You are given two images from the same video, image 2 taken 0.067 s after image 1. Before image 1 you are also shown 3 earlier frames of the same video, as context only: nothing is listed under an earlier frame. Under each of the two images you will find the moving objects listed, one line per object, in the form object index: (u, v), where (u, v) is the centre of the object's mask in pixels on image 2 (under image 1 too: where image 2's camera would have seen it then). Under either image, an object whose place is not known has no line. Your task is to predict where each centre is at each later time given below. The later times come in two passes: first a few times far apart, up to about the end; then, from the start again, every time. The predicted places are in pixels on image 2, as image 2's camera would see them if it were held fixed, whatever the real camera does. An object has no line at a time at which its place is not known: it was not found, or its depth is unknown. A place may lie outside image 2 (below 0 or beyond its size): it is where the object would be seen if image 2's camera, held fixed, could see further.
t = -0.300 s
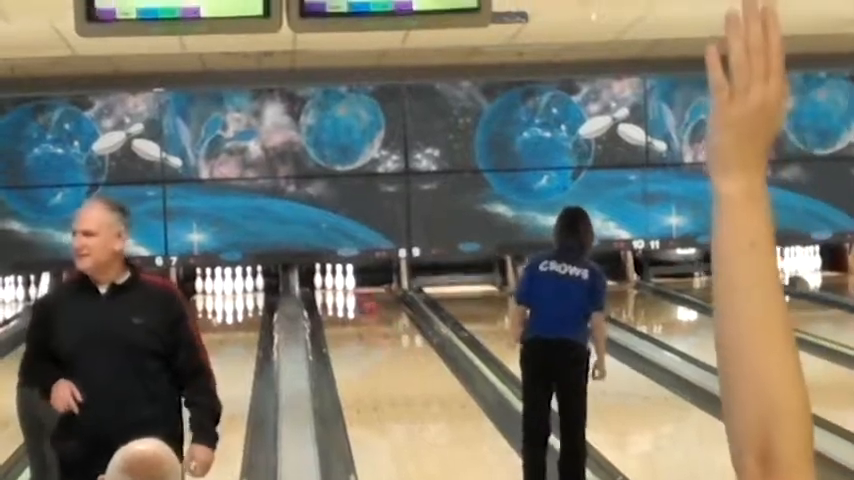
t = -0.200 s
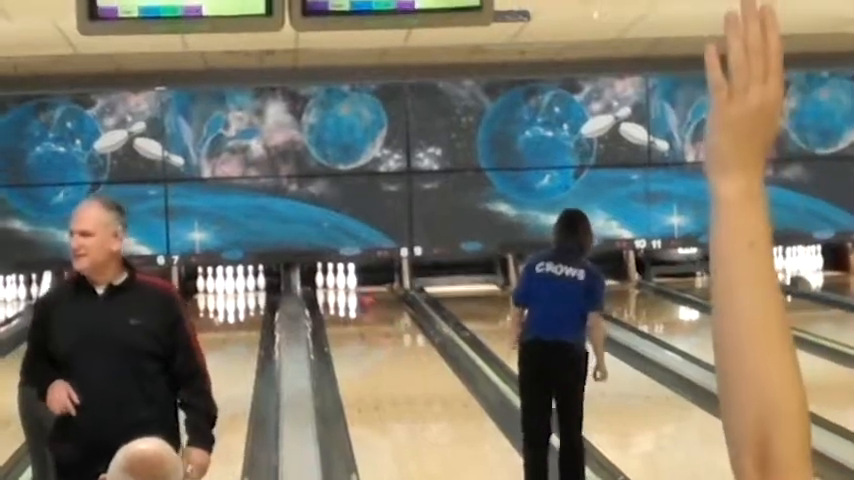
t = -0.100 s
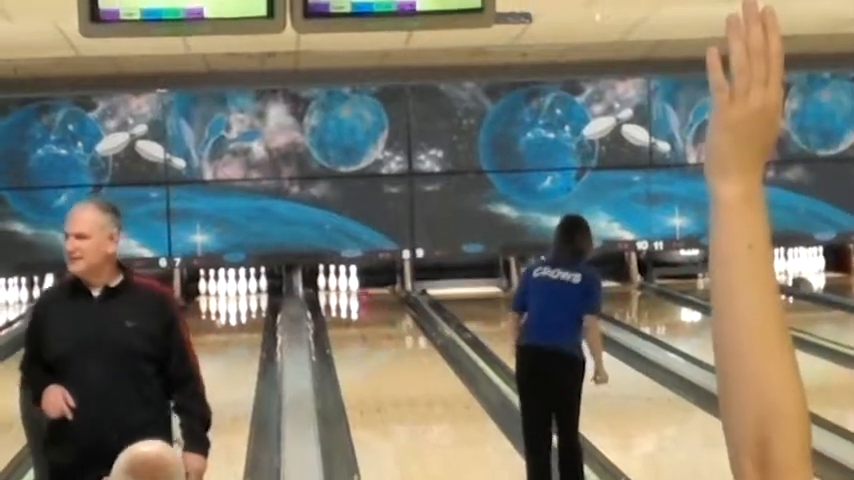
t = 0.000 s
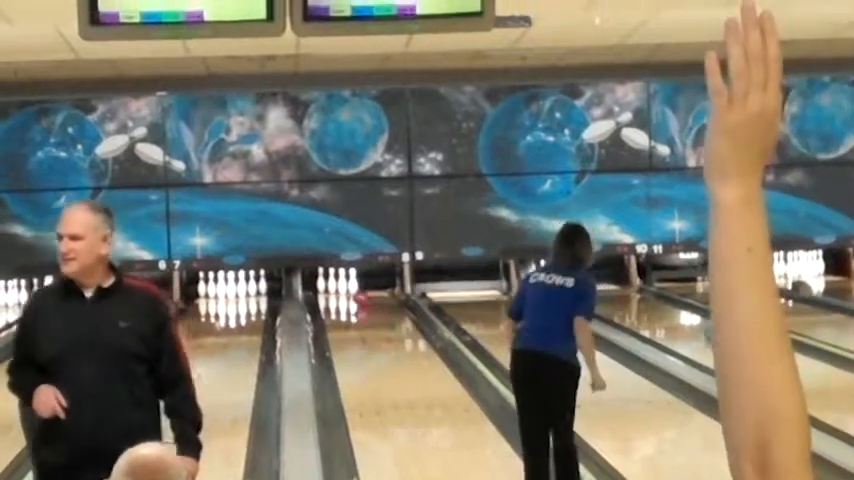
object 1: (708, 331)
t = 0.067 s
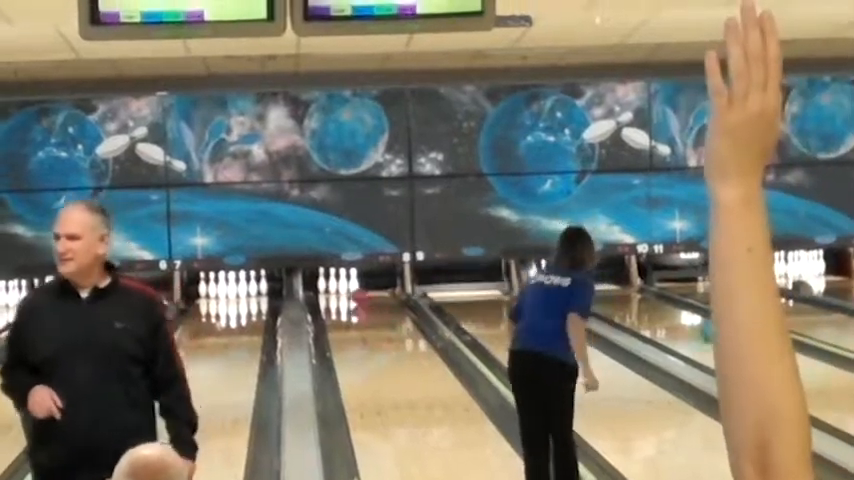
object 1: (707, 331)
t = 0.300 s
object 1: (681, 323)
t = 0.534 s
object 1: (658, 316)
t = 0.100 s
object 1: (704, 331)
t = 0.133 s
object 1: (699, 329)
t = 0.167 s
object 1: (696, 329)
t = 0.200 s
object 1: (693, 328)
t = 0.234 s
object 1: (689, 327)
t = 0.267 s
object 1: (685, 324)
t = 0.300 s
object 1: (681, 323)
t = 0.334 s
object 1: (677, 322)
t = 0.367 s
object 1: (675, 323)
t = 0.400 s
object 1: (672, 321)
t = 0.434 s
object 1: (671, 319)
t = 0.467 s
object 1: (669, 319)
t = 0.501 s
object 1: (659, 316)
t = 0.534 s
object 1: (658, 316)
